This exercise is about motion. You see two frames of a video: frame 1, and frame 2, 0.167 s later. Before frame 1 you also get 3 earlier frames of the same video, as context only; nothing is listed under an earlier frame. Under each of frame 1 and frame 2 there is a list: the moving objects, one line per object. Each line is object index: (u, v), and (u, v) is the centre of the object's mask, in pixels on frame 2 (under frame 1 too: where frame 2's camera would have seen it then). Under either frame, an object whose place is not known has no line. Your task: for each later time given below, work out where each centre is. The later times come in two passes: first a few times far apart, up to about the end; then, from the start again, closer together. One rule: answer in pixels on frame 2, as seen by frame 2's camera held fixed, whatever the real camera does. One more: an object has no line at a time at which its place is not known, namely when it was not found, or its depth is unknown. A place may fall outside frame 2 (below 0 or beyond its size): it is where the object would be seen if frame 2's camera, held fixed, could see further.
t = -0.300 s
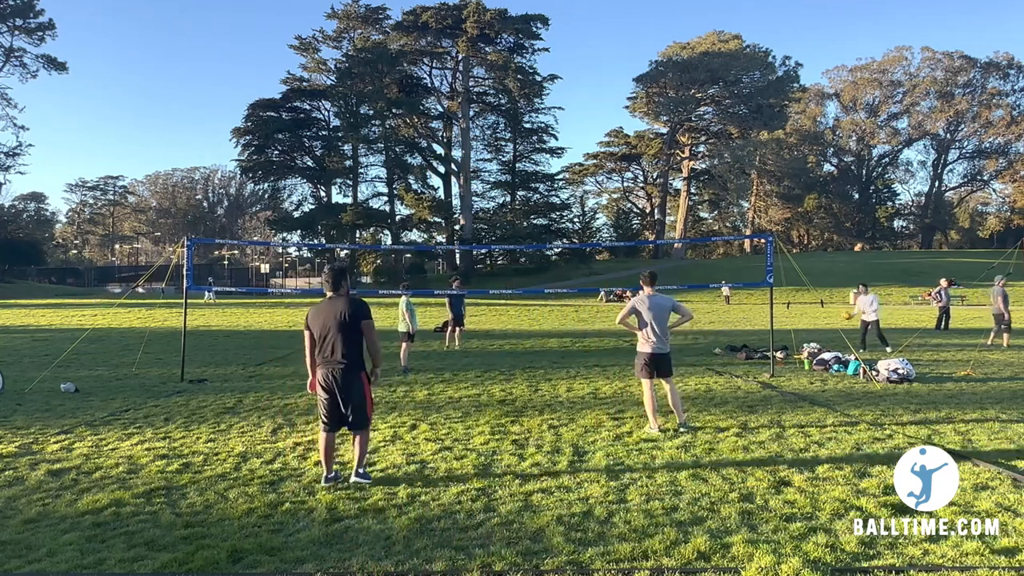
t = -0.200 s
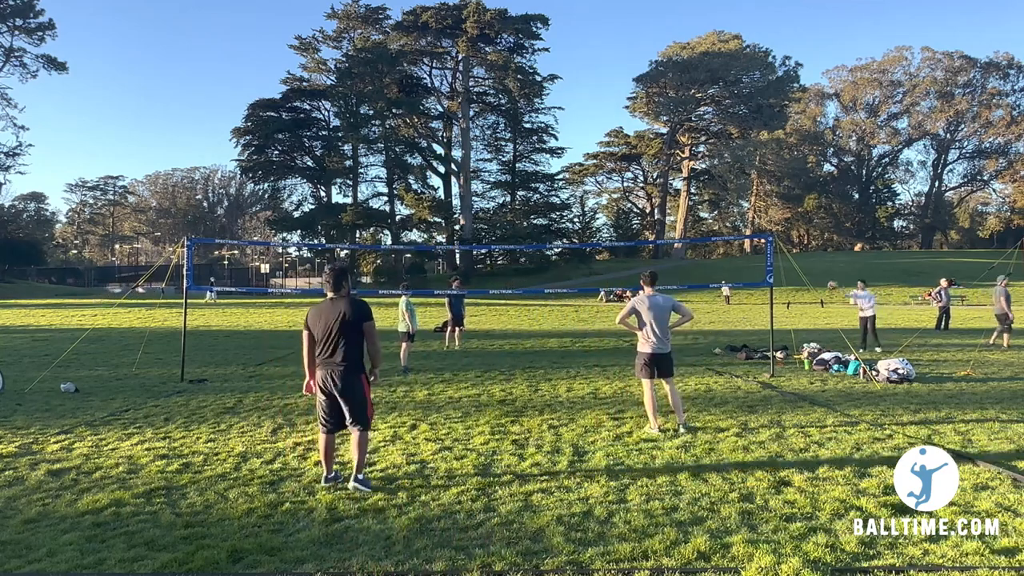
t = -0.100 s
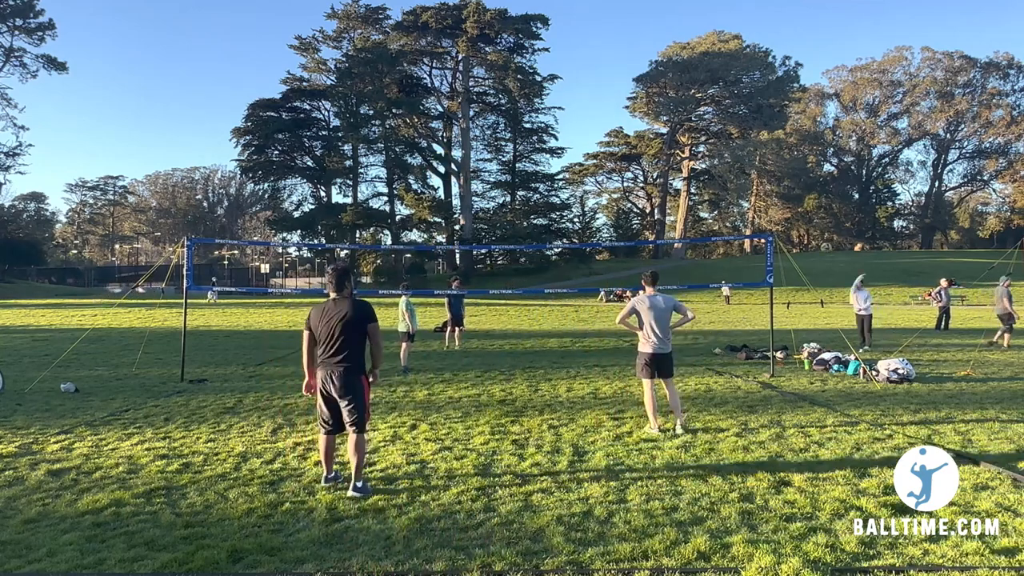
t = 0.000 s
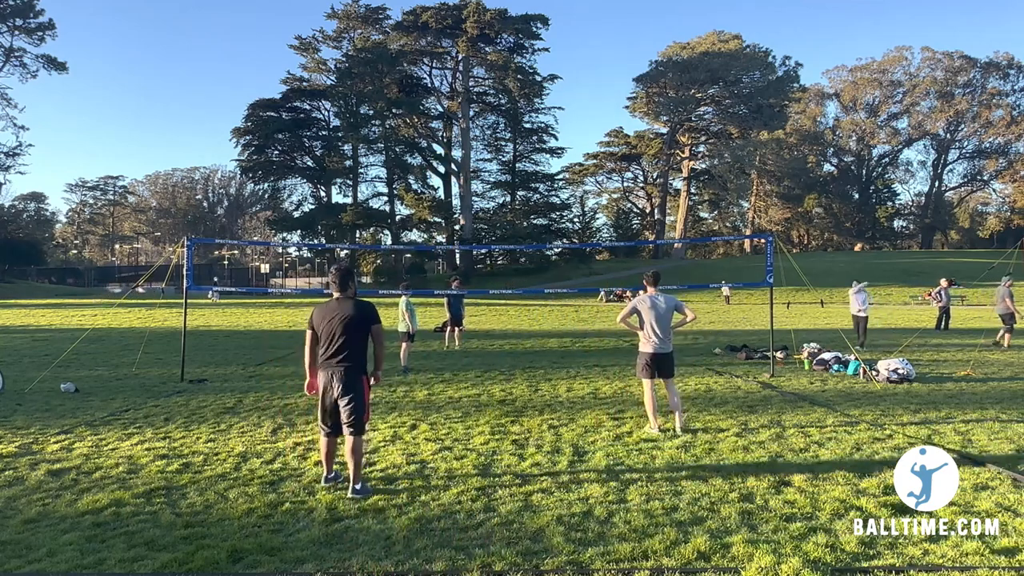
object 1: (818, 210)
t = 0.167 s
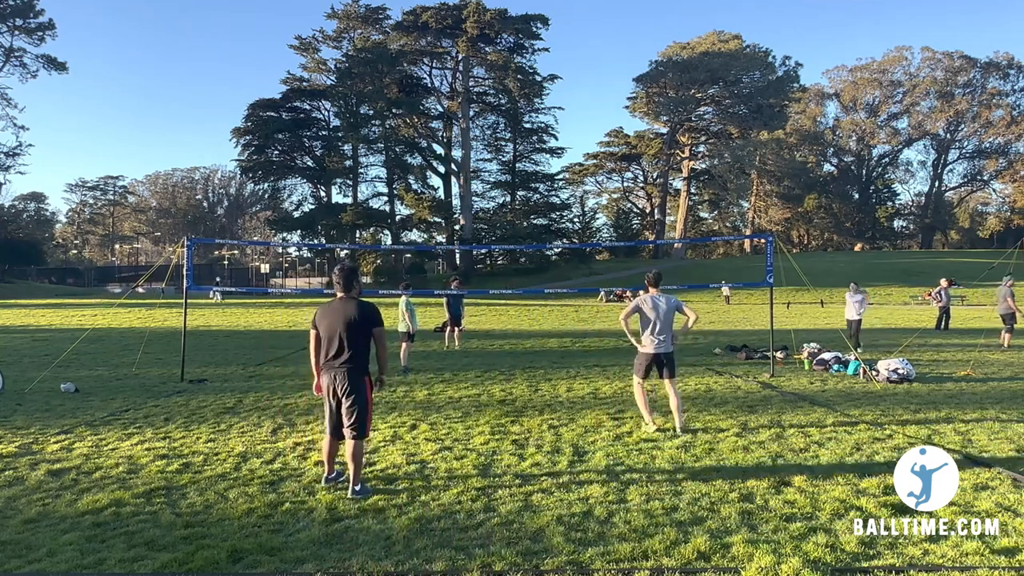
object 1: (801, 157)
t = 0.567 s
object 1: (746, 59)
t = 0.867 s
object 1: (679, 36)
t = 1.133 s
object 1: (586, 87)
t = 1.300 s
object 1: (502, 178)
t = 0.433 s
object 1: (767, 85)
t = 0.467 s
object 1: (762, 77)
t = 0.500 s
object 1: (757, 70)
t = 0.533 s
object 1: (751, 64)
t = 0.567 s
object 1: (746, 59)
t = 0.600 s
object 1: (739, 53)
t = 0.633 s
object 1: (733, 49)
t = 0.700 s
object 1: (719, 40)
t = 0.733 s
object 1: (711, 38)
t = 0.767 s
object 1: (706, 36)
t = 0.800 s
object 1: (696, 35)
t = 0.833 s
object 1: (688, 35)
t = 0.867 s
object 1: (679, 36)
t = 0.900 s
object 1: (669, 38)
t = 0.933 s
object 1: (659, 41)
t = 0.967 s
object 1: (649, 45)
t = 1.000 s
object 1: (638, 51)
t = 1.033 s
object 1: (626, 58)
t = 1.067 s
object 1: (614, 66)
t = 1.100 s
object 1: (600, 76)
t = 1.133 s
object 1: (586, 87)
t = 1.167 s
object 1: (571, 101)
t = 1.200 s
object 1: (555, 117)
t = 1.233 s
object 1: (538, 135)
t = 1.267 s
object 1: (521, 155)
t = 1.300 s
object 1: (502, 178)
